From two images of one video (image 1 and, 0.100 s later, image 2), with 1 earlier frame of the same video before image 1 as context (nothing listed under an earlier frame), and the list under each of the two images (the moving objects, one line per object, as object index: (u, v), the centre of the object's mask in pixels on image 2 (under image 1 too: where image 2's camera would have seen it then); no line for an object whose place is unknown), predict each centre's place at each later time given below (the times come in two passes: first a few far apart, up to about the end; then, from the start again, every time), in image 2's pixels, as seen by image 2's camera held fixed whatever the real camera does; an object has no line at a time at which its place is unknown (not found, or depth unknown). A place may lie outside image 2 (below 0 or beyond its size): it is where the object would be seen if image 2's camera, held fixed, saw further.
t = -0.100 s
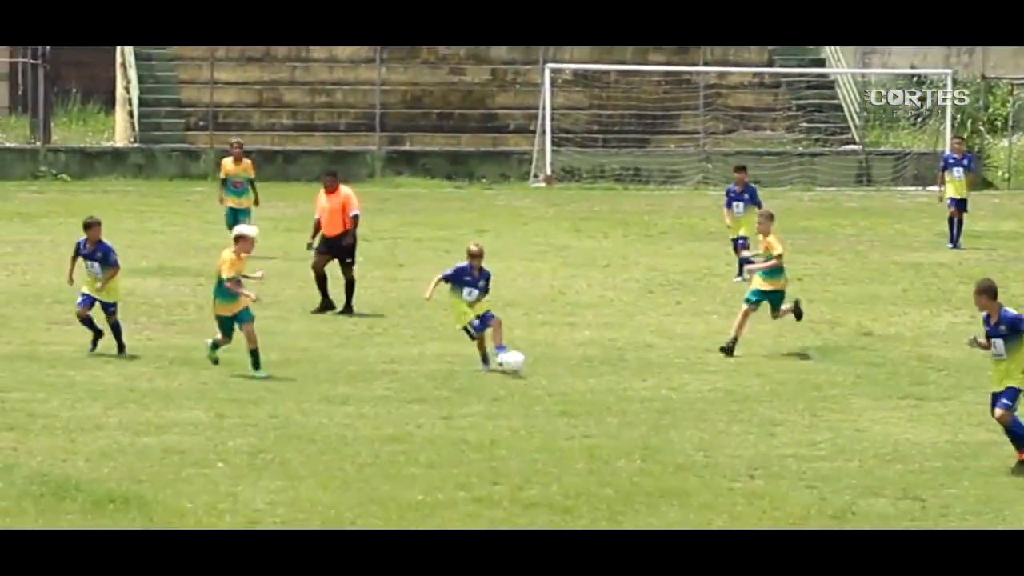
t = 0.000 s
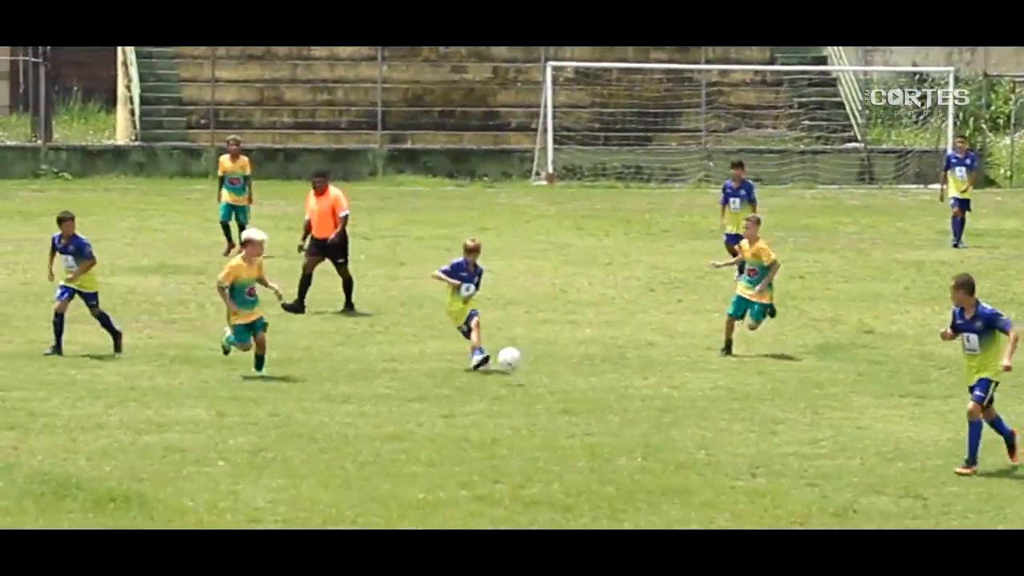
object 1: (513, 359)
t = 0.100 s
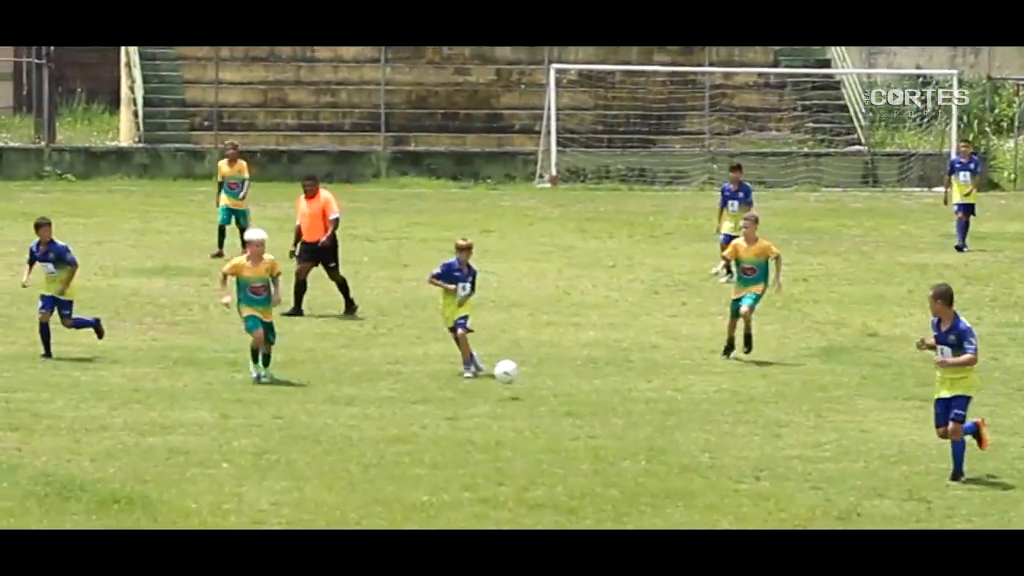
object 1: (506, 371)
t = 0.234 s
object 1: (497, 404)
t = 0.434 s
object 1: (476, 413)
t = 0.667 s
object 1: (450, 432)
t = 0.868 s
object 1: (427, 461)
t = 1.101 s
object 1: (399, 481)
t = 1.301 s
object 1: (374, 505)
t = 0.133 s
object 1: (503, 377)
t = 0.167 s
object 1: (501, 385)
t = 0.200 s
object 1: (499, 395)
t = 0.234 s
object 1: (497, 404)
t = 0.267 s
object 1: (494, 403)
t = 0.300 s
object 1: (490, 402)
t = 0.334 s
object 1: (486, 403)
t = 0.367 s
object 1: (483, 405)
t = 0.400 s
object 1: (480, 408)
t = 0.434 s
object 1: (476, 413)
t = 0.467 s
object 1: (473, 420)
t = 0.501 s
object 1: (469, 427)
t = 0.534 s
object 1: (465, 431)
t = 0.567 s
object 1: (462, 431)
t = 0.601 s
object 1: (459, 430)
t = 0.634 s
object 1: (455, 430)
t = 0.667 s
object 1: (450, 432)
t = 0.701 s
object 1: (447, 436)
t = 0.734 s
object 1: (443, 441)
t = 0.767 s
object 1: (439, 447)
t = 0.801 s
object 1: (435, 455)
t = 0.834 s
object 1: (432, 461)
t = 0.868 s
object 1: (427, 461)
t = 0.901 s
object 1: (423, 459)
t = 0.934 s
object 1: (420, 459)
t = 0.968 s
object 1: (416, 461)
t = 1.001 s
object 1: (412, 464)
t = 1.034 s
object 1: (408, 468)
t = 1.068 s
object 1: (404, 474)
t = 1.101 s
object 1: (399, 481)
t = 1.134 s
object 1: (395, 489)
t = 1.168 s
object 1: (392, 494)
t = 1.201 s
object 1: (387, 496)
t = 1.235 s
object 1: (383, 499)
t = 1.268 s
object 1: (379, 500)
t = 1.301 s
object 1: (374, 505)
